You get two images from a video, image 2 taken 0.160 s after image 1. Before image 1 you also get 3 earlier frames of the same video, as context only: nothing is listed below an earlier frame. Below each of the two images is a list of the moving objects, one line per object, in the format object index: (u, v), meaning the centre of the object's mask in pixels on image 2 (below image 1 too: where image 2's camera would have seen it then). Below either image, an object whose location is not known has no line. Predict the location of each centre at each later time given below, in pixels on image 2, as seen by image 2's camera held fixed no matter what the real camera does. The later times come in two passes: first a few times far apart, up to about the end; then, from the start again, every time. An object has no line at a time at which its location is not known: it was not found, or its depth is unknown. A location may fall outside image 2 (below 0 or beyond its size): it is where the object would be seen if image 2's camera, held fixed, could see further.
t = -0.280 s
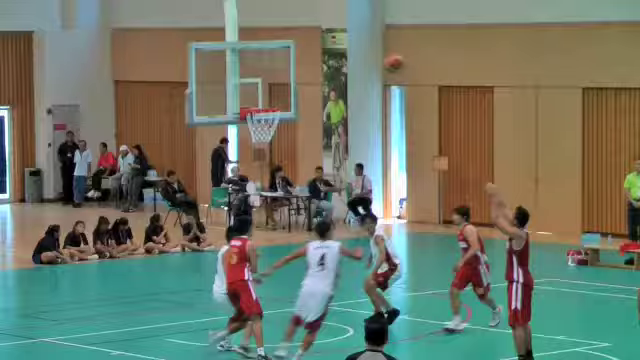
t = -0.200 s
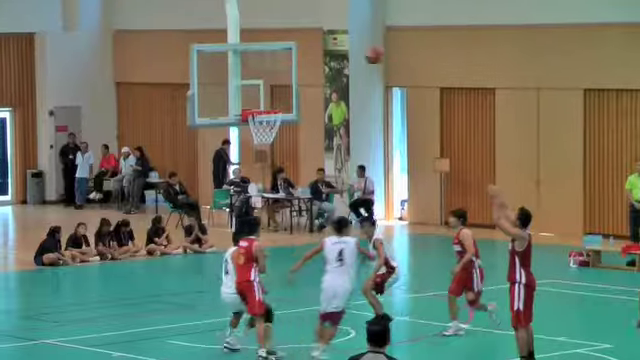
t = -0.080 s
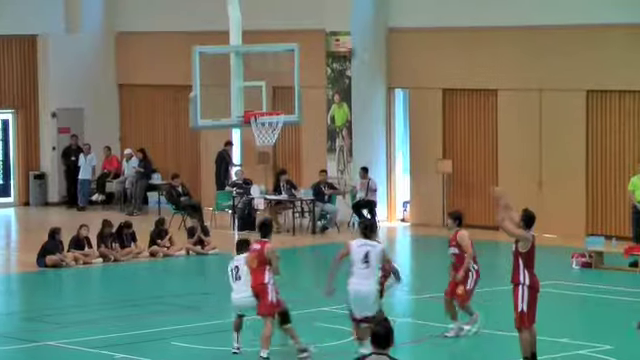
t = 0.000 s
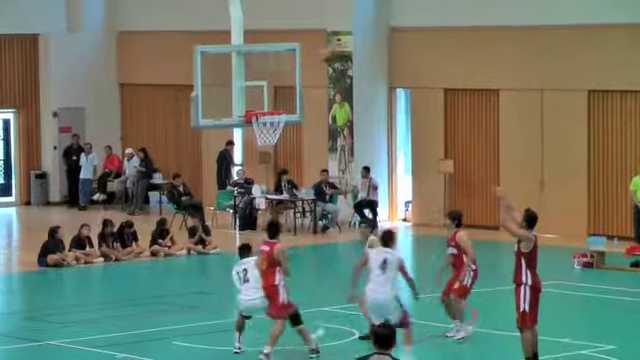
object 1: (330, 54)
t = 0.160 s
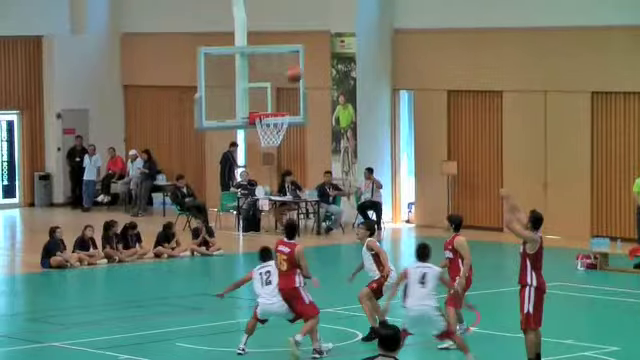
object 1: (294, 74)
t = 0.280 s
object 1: (265, 101)
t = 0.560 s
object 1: (281, 42)
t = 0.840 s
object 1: (303, 21)
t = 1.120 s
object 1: (326, 57)
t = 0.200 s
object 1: (286, 78)
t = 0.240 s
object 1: (276, 89)
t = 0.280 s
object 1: (265, 101)
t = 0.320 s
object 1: (262, 101)
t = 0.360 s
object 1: (264, 91)
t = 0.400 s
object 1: (267, 78)
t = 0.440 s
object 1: (271, 67)
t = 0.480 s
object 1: (273, 59)
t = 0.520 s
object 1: (276, 50)
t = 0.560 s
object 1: (281, 42)
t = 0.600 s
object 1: (282, 36)
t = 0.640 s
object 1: (287, 31)
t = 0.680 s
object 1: (290, 27)
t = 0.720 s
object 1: (293, 24)
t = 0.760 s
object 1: (296, 22)
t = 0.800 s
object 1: (300, 21)
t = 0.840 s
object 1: (303, 21)
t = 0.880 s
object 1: (306, 23)
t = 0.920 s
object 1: (309, 26)
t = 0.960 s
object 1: (314, 30)
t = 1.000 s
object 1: (319, 35)
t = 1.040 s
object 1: (320, 42)
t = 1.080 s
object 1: (323, 50)
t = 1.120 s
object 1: (326, 57)
